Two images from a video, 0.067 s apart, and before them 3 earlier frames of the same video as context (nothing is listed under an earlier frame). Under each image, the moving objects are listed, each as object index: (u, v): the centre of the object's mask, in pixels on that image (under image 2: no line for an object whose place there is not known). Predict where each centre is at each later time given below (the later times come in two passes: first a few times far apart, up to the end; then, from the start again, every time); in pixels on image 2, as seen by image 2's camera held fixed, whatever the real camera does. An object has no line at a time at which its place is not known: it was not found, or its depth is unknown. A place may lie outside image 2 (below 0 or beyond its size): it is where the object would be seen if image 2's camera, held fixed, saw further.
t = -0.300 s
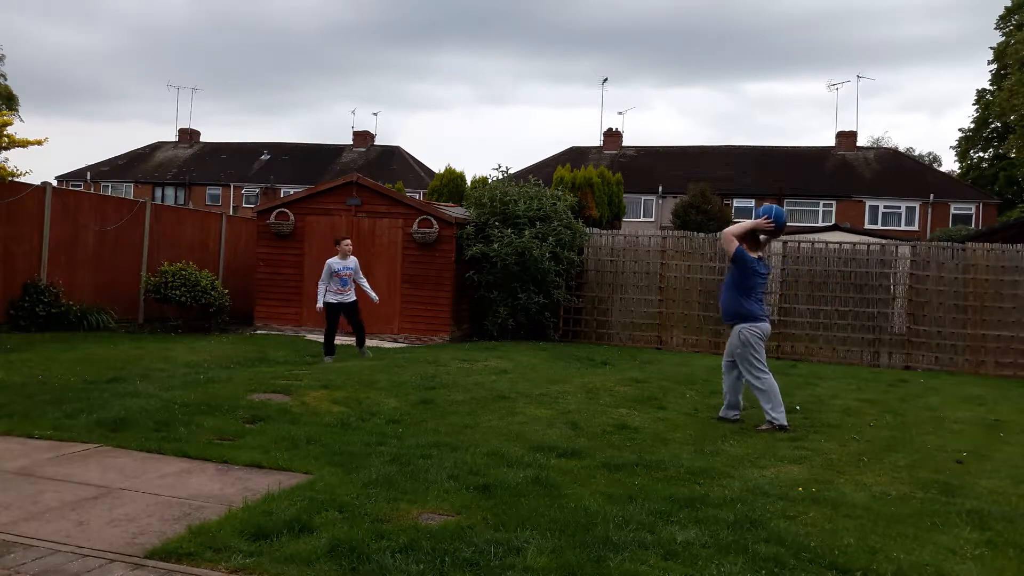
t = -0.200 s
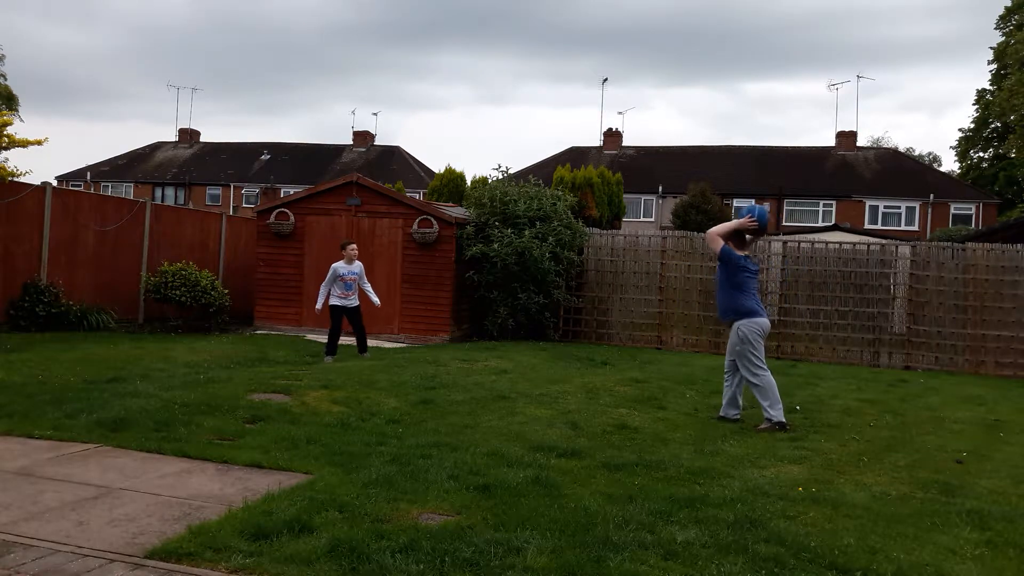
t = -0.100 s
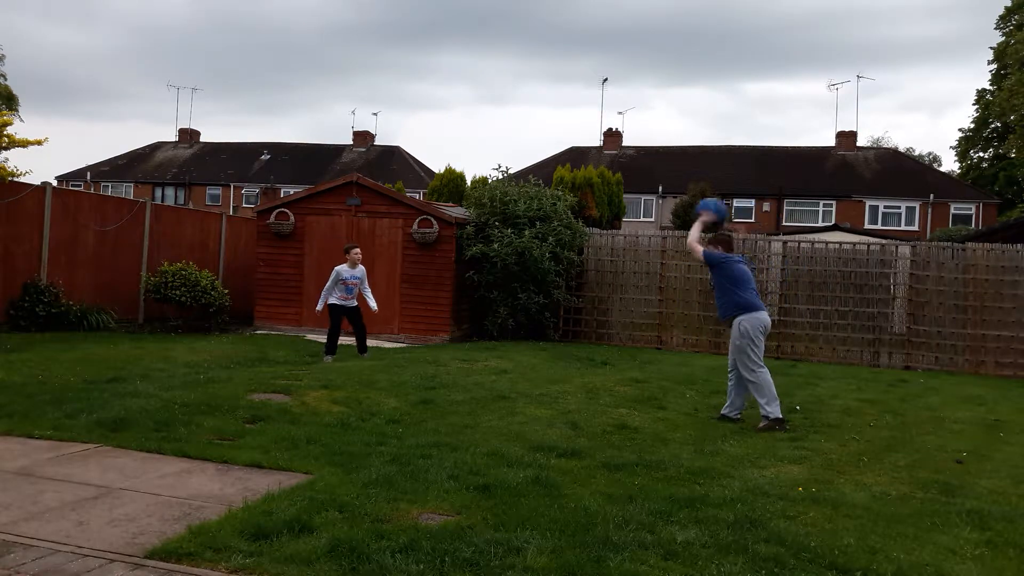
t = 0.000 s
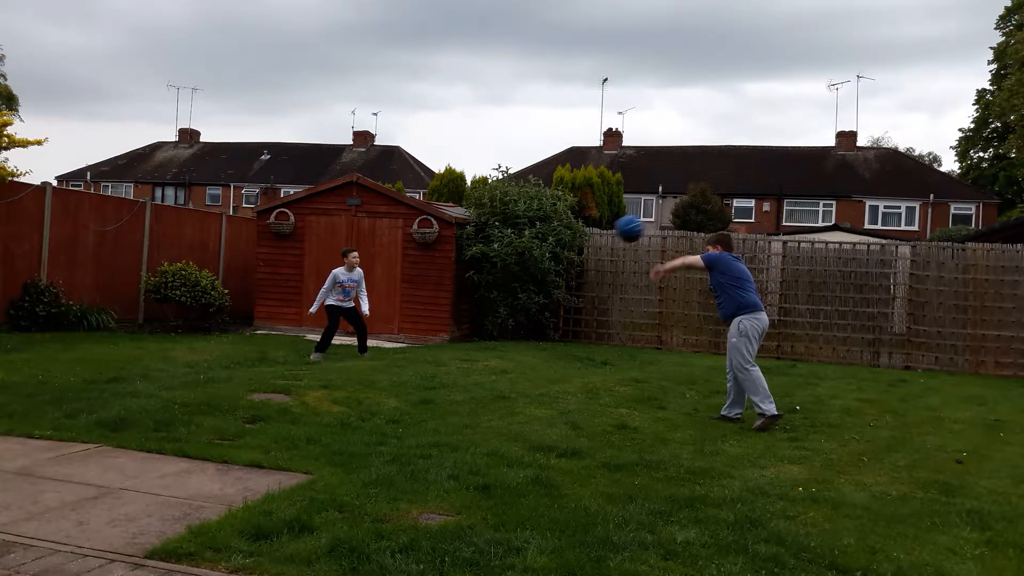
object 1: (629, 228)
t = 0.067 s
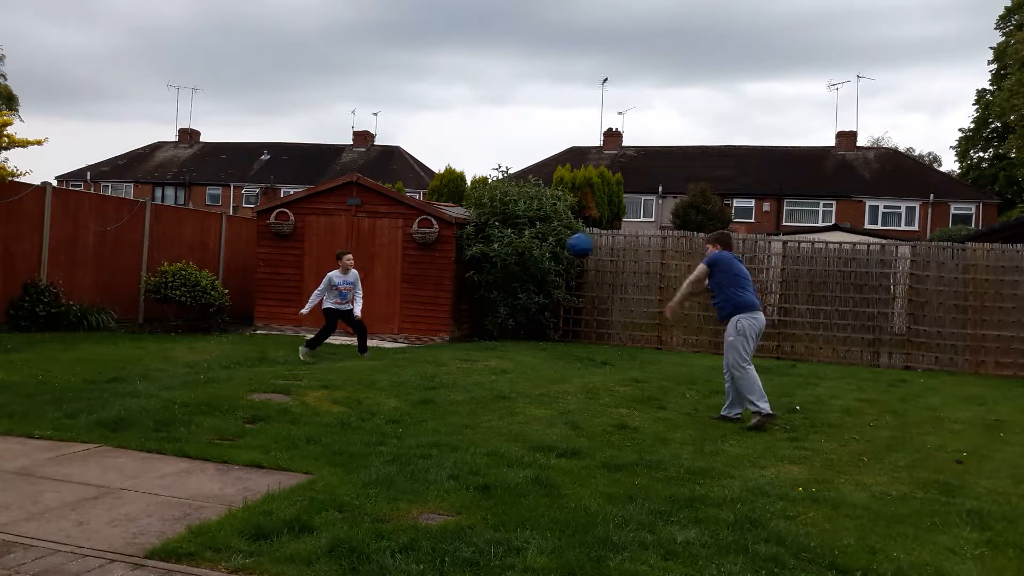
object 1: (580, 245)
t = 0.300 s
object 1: (442, 324)
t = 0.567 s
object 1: (371, 302)
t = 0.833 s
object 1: (324, 297)
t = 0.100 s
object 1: (558, 254)
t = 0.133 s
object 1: (535, 263)
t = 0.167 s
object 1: (516, 274)
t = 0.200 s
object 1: (496, 285)
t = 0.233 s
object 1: (477, 298)
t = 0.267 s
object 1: (460, 310)
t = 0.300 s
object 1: (442, 324)
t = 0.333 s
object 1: (425, 337)
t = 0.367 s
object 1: (409, 349)
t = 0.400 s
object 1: (402, 340)
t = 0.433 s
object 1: (396, 330)
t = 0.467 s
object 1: (390, 321)
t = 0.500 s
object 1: (383, 314)
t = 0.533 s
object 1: (377, 308)
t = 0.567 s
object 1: (371, 302)
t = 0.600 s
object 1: (365, 299)
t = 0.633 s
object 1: (359, 296)
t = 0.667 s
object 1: (353, 294)
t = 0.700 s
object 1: (348, 293)
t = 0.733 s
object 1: (342, 292)
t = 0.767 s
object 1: (336, 293)
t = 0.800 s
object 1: (330, 294)
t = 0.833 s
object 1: (324, 297)
